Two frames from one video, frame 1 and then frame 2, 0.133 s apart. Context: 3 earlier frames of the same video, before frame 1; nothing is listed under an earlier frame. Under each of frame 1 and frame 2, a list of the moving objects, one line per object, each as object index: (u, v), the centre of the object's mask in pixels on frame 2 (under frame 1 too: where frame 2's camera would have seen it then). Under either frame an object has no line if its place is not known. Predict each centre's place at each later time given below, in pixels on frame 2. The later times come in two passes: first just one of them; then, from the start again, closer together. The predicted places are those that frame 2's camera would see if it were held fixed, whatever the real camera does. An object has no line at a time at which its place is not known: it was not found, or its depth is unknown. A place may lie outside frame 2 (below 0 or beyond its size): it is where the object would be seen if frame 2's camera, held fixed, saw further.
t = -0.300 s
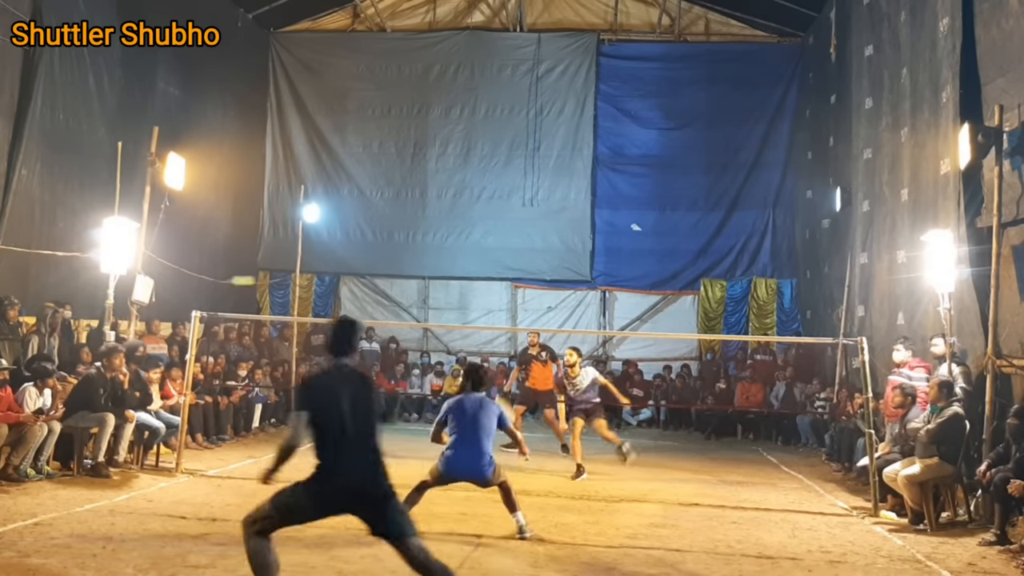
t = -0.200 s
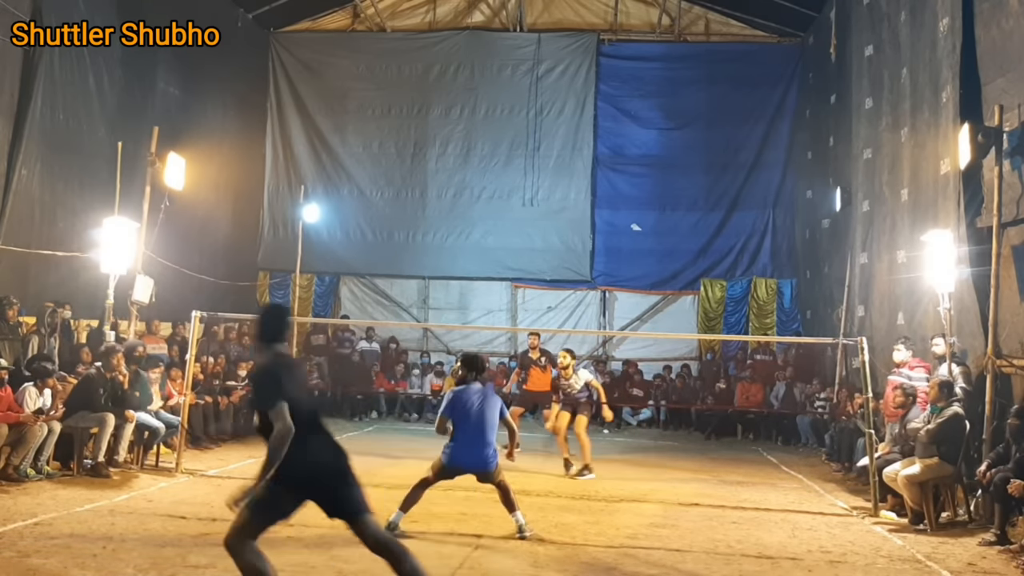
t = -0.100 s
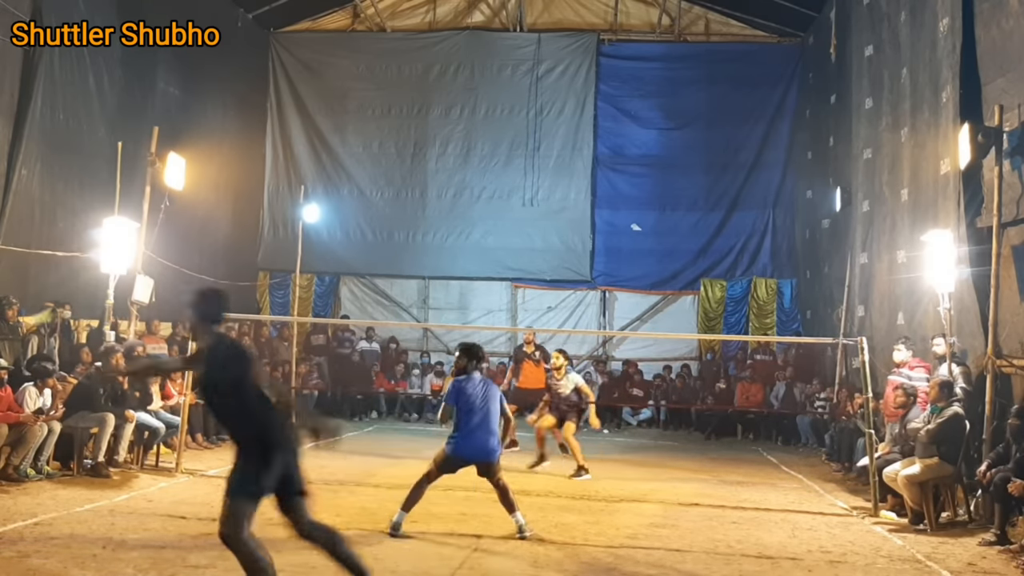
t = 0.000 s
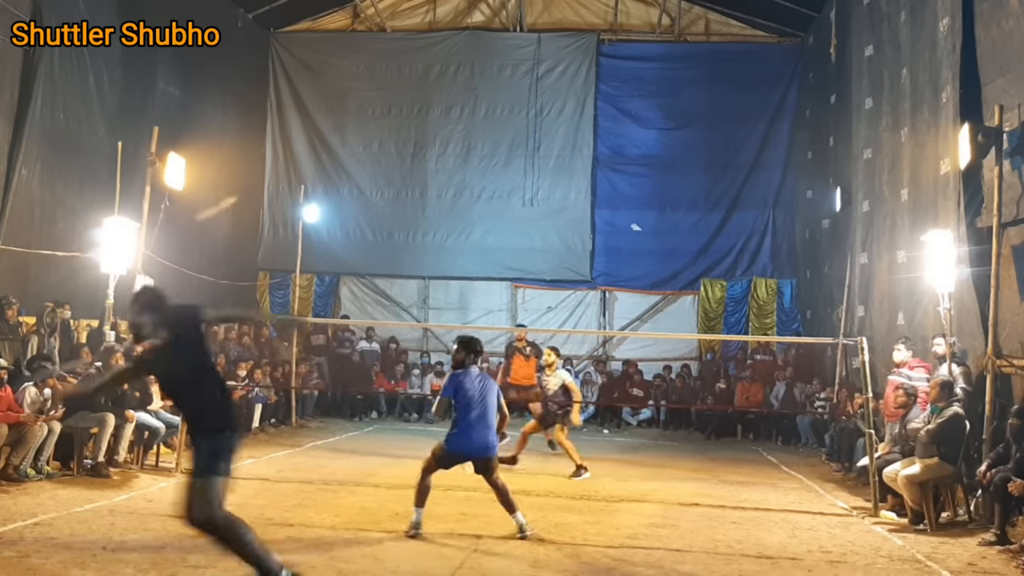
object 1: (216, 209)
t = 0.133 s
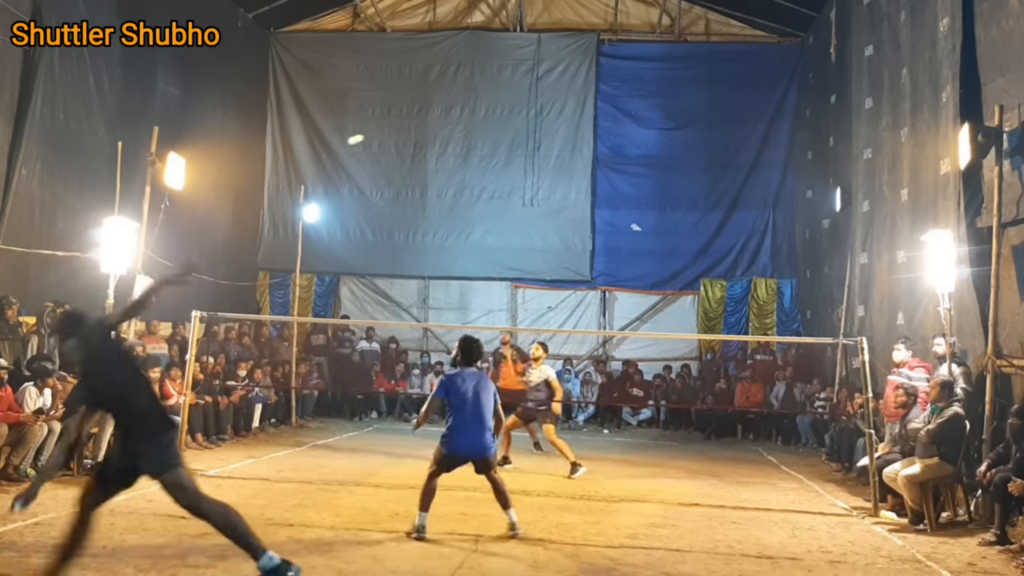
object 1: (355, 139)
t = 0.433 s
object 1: (443, 132)
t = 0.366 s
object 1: (431, 127)
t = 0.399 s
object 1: (437, 130)
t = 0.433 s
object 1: (443, 132)
